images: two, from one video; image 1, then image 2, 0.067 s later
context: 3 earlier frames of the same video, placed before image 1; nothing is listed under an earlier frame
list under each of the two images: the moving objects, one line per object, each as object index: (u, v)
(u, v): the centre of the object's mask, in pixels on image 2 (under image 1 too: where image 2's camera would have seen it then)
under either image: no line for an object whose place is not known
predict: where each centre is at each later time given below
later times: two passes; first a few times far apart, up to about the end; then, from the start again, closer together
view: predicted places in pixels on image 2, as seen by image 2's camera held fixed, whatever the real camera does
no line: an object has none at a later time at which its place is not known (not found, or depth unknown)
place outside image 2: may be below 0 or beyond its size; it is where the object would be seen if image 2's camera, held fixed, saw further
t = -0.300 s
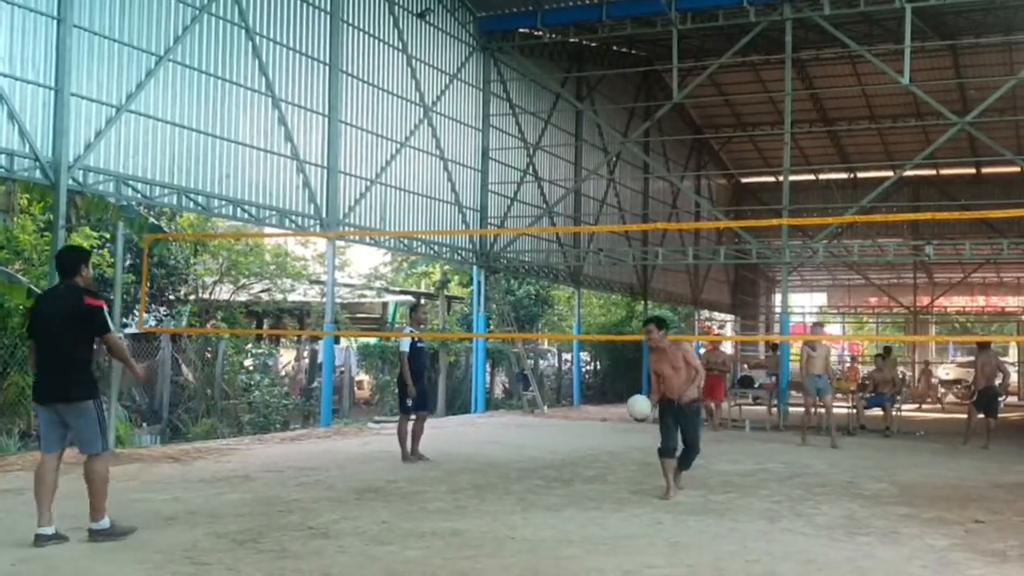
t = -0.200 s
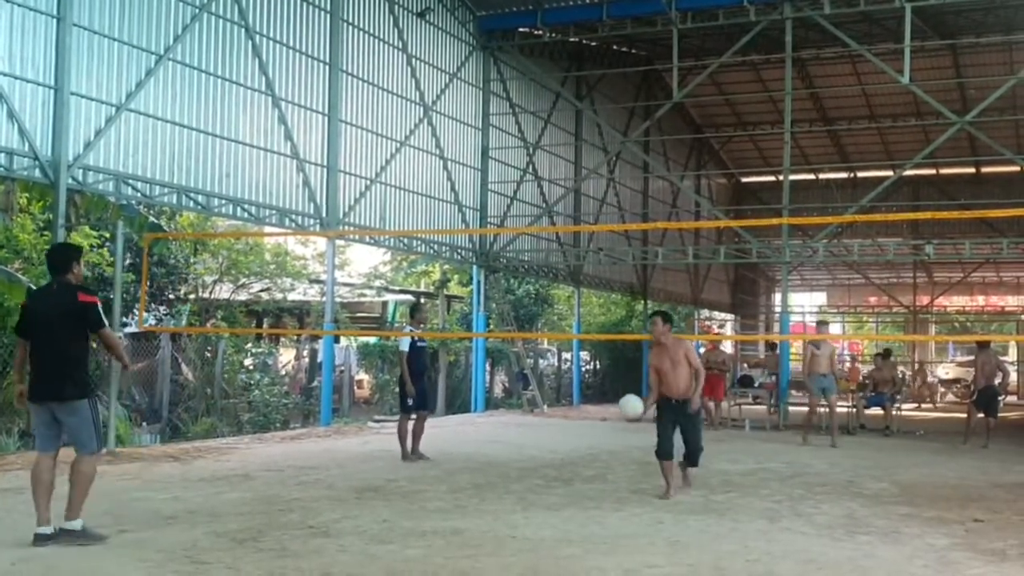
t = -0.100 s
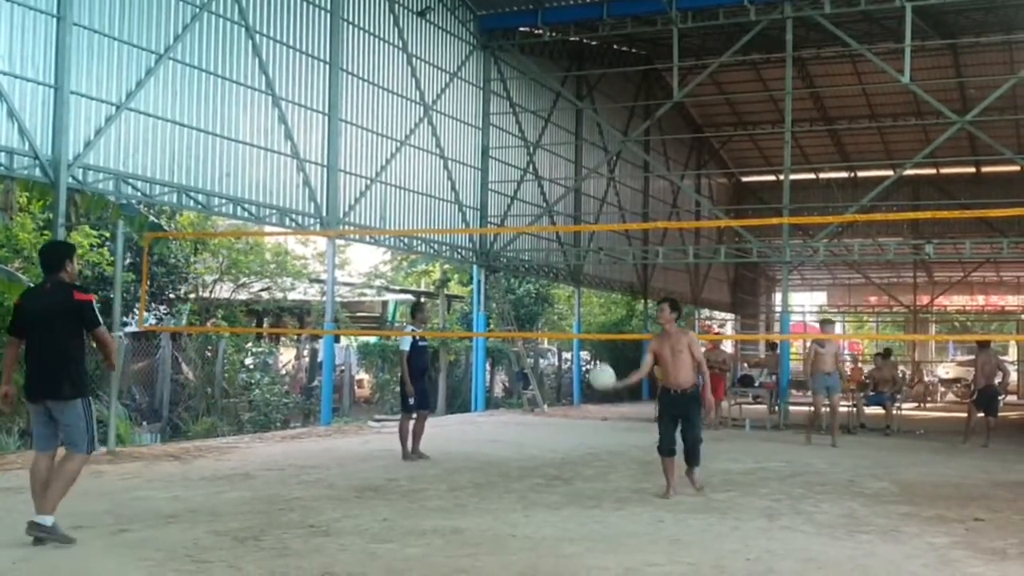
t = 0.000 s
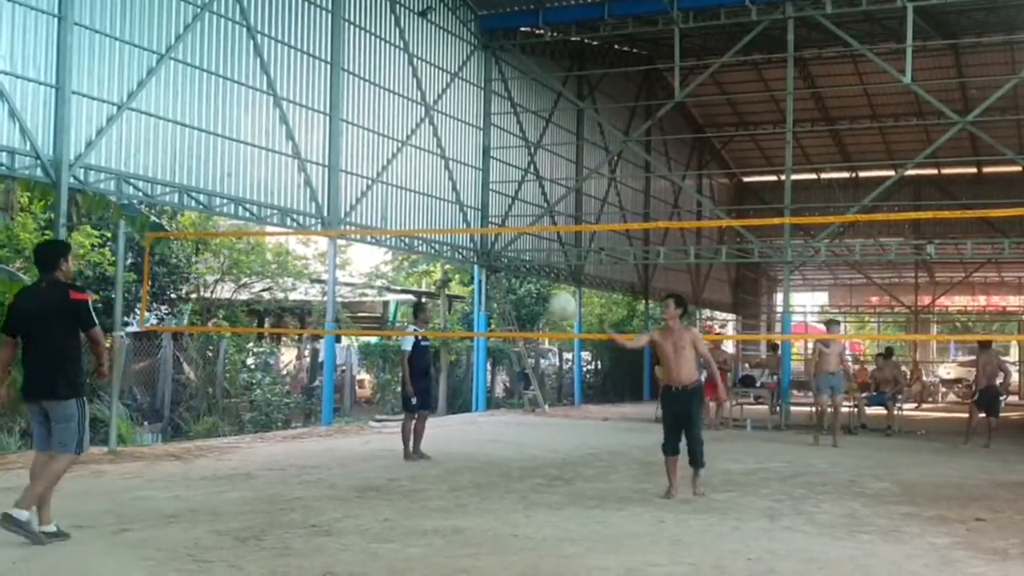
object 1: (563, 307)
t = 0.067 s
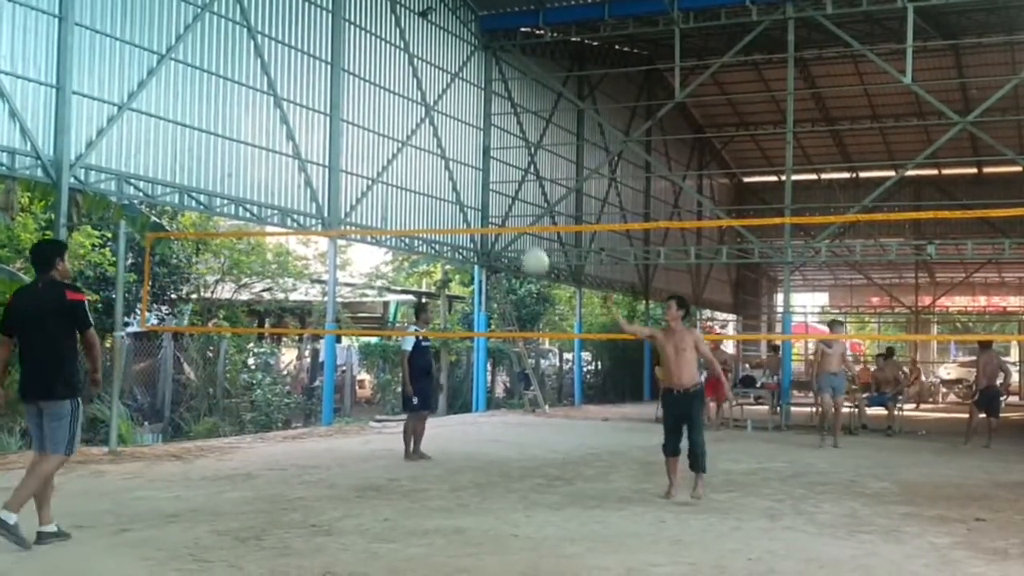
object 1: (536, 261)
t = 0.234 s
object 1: (464, 170)
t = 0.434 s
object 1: (371, 100)
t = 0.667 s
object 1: (252, 82)
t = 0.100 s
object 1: (522, 241)
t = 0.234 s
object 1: (464, 170)
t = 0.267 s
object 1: (448, 154)
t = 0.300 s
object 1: (434, 141)
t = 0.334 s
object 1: (418, 129)
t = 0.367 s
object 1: (403, 118)
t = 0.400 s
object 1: (386, 111)
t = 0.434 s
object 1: (371, 100)
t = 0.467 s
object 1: (354, 93)
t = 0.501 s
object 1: (338, 87)
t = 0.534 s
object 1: (322, 84)
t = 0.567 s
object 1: (303, 82)
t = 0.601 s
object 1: (285, 80)
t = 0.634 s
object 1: (268, 79)
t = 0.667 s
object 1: (252, 82)
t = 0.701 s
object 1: (231, 86)
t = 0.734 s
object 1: (213, 90)
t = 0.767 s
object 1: (195, 97)
